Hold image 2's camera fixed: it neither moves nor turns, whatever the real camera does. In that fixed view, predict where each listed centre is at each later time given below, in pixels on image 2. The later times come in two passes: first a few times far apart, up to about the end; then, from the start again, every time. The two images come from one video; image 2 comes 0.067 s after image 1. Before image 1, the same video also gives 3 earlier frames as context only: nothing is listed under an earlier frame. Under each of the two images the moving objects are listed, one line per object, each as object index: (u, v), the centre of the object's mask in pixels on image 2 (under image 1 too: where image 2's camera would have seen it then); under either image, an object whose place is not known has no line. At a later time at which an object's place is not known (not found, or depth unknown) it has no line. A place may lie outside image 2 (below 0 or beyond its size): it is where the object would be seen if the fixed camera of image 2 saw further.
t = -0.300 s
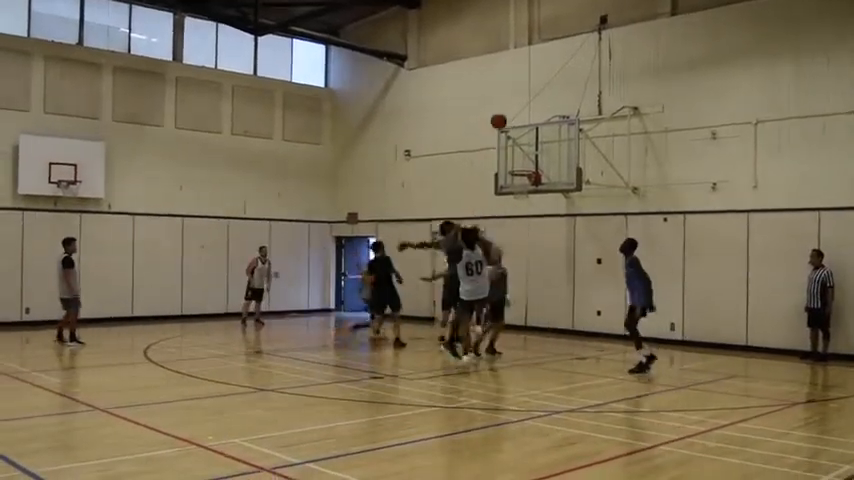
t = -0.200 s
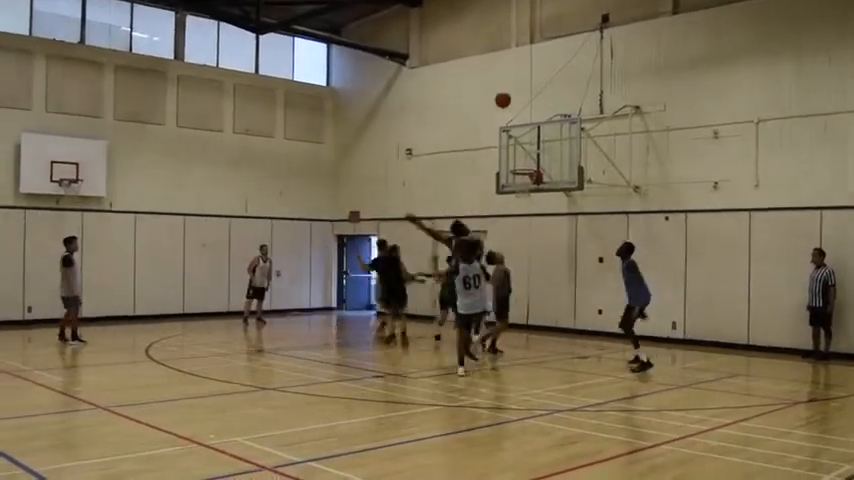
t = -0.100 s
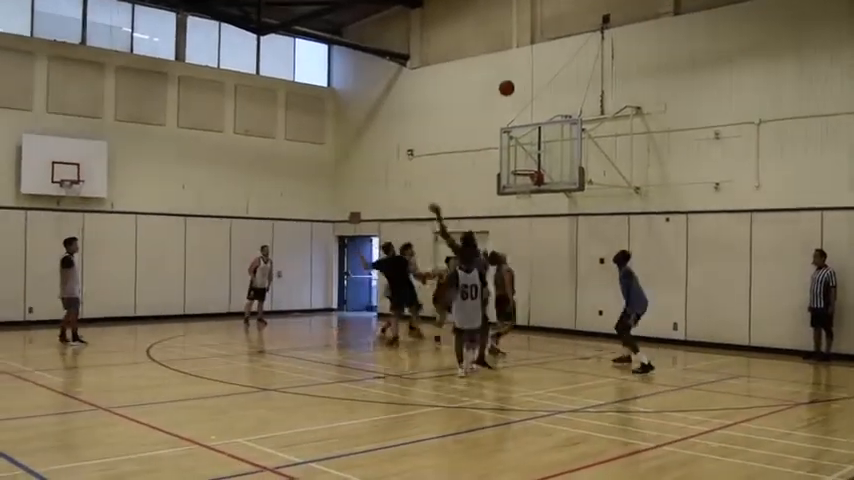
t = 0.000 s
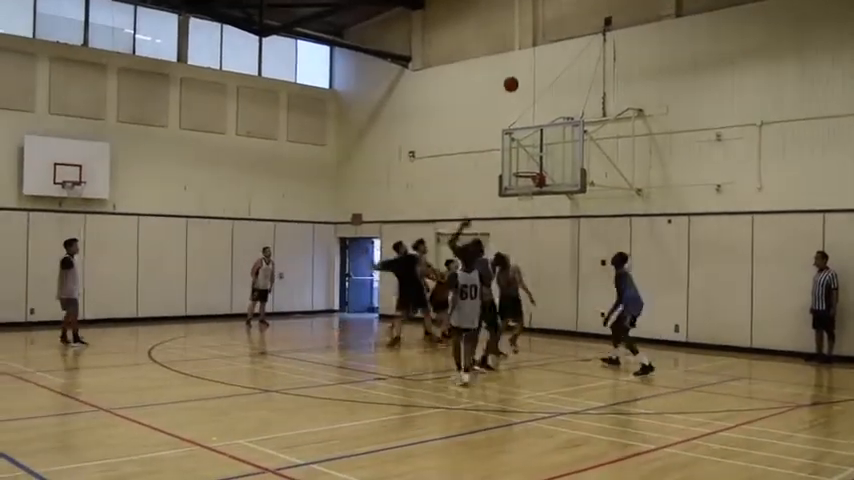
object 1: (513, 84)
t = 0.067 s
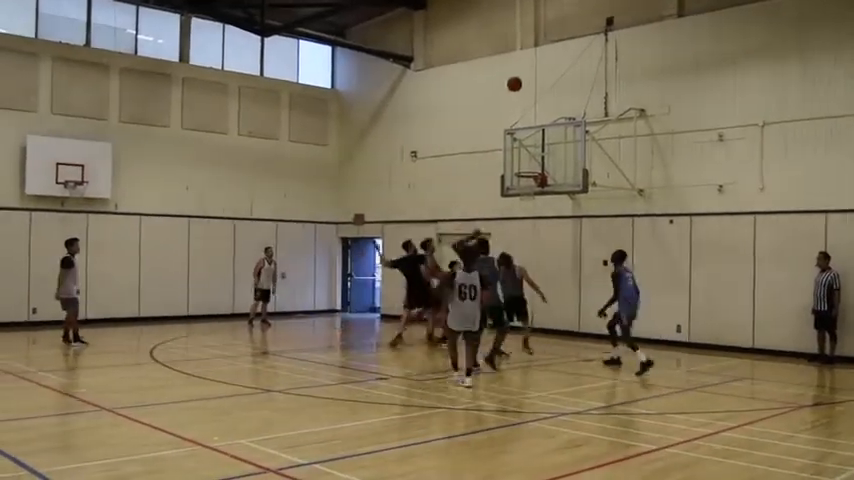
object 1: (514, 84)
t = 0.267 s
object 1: (518, 98)
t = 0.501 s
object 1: (523, 142)
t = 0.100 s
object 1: (515, 84)
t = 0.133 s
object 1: (515, 86)
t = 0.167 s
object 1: (517, 88)
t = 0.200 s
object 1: (517, 91)
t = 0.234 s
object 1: (518, 94)
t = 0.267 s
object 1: (518, 98)
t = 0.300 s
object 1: (519, 102)
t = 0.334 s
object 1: (519, 108)
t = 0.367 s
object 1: (520, 113)
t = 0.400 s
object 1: (520, 119)
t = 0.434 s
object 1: (521, 126)
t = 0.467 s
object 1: (522, 134)
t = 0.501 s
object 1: (523, 142)
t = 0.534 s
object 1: (523, 150)
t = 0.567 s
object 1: (523, 159)
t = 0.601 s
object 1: (524, 167)
